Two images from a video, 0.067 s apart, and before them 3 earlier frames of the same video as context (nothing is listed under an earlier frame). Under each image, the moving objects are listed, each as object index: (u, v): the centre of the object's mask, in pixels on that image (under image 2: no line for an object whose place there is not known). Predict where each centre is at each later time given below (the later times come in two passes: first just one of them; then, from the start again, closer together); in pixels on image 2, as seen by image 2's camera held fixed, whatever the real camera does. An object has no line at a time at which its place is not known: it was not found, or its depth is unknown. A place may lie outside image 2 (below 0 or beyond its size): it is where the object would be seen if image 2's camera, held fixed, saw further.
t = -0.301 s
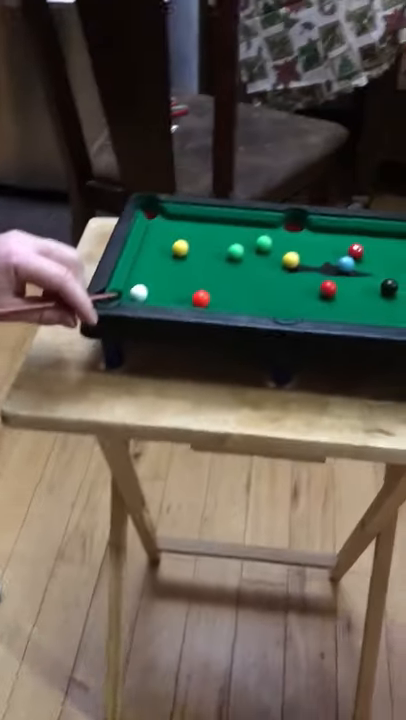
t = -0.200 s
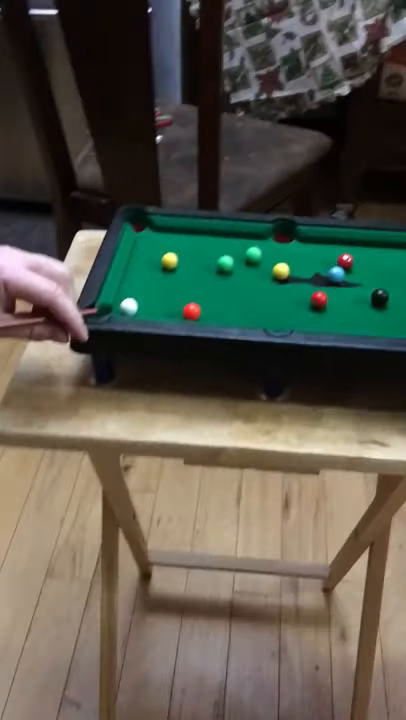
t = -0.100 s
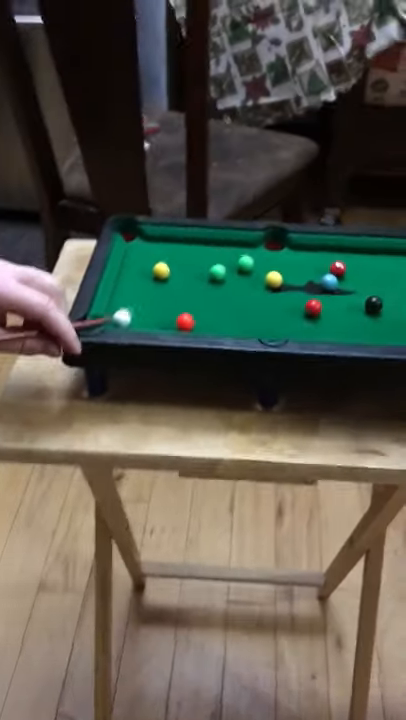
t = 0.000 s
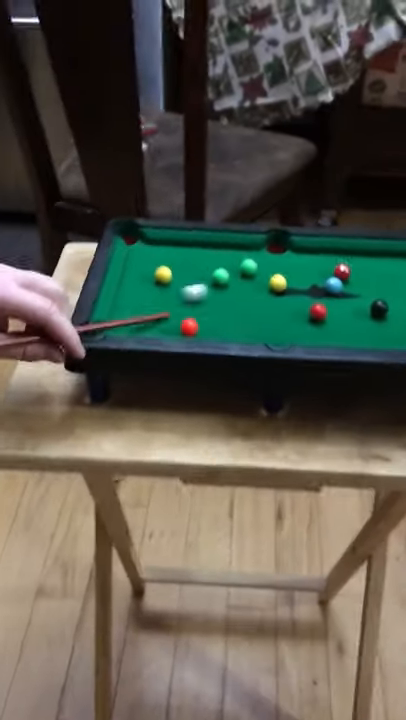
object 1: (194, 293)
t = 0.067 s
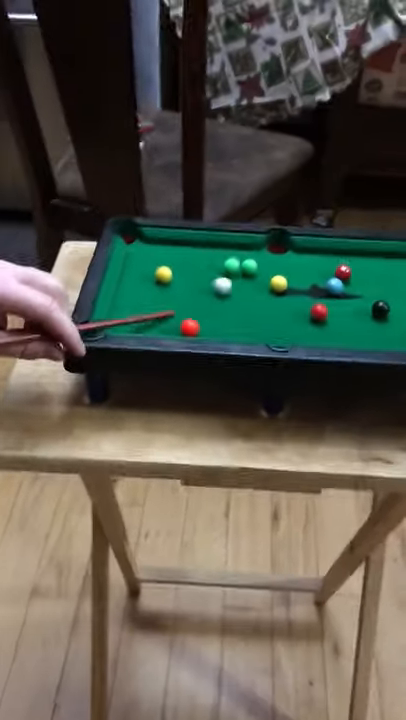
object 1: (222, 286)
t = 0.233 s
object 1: (269, 286)
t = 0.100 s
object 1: (232, 285)
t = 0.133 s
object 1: (243, 285)
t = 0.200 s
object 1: (265, 286)
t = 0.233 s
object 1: (269, 286)
